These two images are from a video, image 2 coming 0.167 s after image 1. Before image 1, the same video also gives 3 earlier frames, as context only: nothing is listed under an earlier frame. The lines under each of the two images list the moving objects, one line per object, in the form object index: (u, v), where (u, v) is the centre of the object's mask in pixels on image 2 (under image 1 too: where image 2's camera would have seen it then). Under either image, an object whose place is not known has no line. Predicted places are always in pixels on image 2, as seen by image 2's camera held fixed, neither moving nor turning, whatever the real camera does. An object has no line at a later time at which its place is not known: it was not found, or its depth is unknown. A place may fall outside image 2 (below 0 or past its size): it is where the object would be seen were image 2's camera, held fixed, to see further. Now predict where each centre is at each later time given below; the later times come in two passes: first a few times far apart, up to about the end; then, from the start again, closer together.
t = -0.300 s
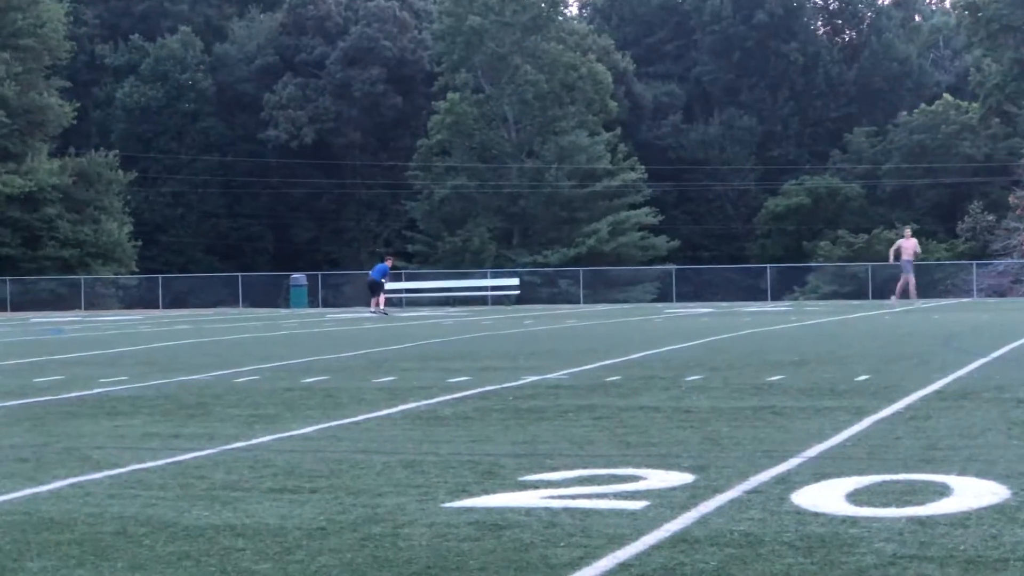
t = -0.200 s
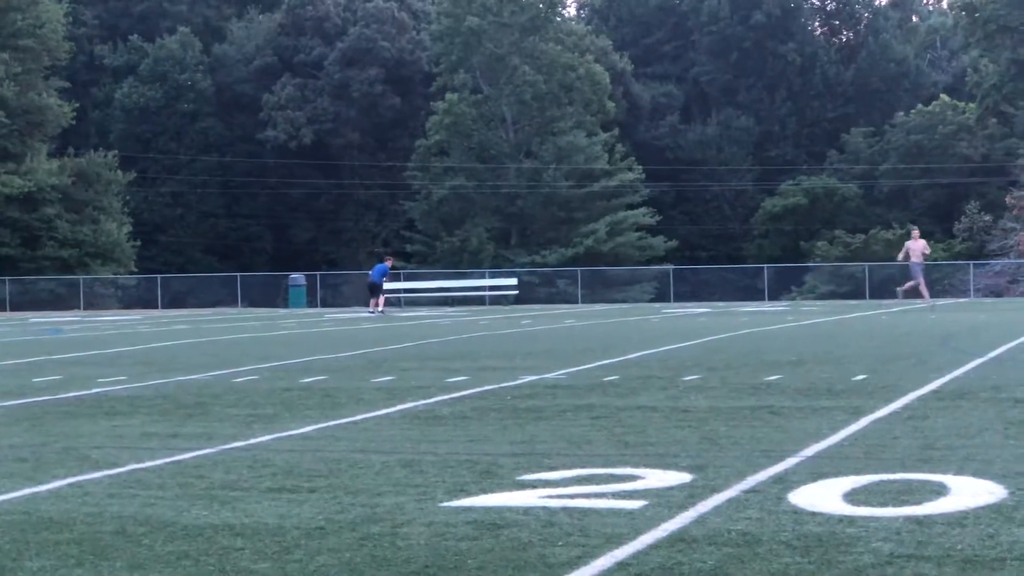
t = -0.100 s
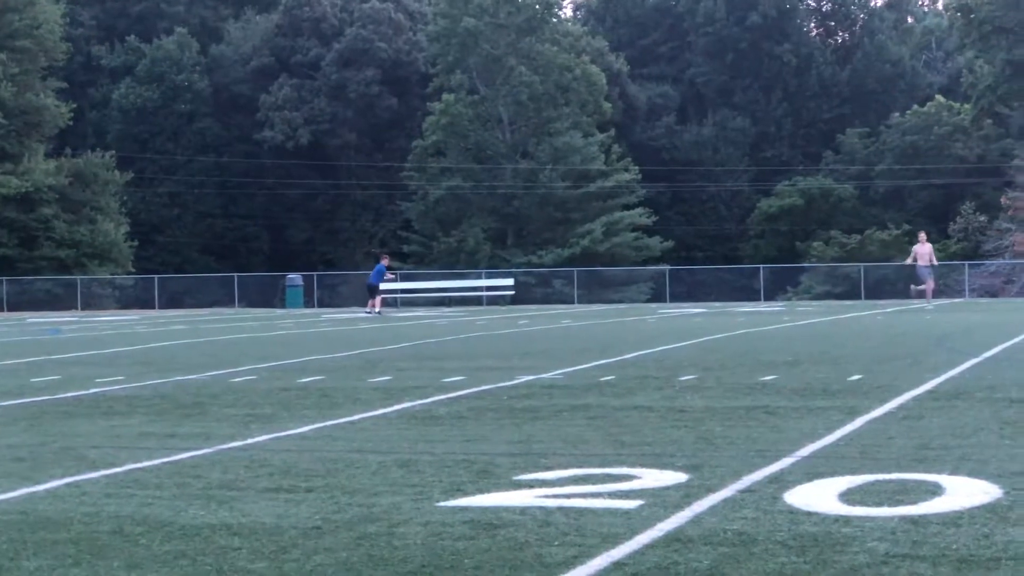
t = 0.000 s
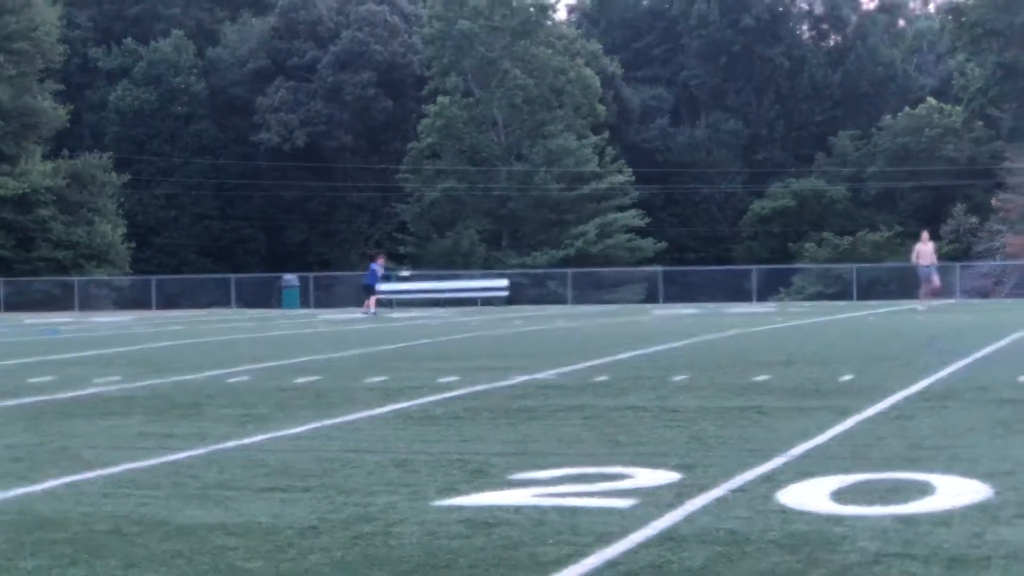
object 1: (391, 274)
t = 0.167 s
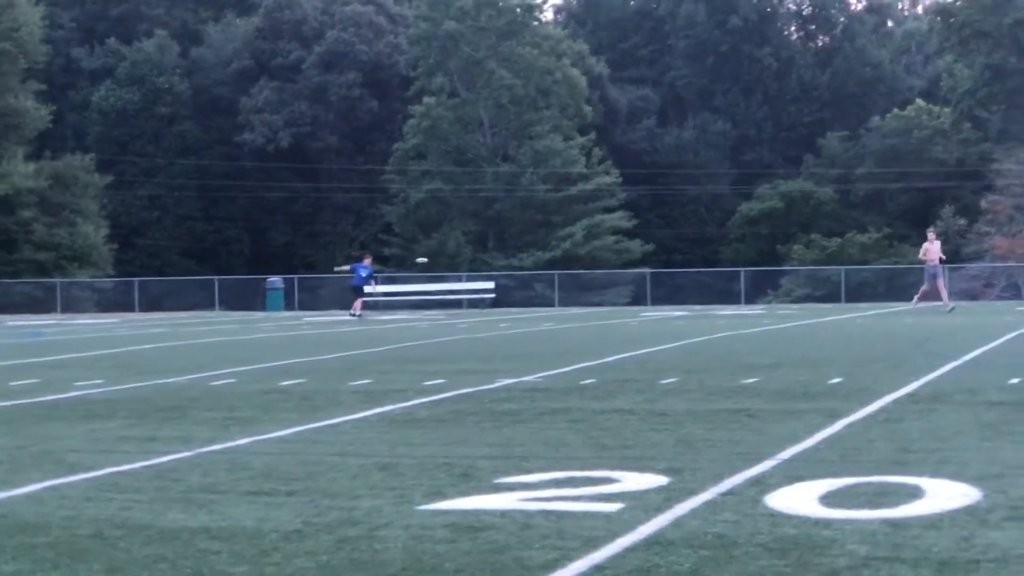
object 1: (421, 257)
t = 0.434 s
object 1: (473, 238)
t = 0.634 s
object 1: (511, 226)
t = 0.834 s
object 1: (548, 217)
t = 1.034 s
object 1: (585, 212)
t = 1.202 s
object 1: (614, 212)
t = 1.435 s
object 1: (654, 215)
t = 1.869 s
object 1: (720, 232)
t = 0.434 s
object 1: (473, 238)
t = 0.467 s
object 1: (479, 235)
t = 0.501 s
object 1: (486, 233)
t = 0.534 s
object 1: (492, 231)
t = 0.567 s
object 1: (498, 229)
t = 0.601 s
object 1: (505, 228)
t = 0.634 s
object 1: (511, 226)
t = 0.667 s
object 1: (517, 224)
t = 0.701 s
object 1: (524, 222)
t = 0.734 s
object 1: (530, 221)
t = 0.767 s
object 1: (536, 219)
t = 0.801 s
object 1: (542, 218)
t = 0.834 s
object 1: (548, 217)
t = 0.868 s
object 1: (554, 216)
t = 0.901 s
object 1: (560, 215)
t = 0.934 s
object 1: (566, 214)
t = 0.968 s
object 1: (572, 213)
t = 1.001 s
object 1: (579, 213)
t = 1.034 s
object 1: (585, 212)
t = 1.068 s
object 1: (591, 212)
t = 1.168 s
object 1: (608, 212)
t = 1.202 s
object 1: (614, 212)
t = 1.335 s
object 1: (637, 213)
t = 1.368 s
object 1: (643, 214)
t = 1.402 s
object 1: (648, 214)
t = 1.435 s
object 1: (654, 215)
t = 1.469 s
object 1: (659, 216)
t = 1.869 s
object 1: (720, 232)
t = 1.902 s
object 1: (725, 235)
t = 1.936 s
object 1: (729, 237)
